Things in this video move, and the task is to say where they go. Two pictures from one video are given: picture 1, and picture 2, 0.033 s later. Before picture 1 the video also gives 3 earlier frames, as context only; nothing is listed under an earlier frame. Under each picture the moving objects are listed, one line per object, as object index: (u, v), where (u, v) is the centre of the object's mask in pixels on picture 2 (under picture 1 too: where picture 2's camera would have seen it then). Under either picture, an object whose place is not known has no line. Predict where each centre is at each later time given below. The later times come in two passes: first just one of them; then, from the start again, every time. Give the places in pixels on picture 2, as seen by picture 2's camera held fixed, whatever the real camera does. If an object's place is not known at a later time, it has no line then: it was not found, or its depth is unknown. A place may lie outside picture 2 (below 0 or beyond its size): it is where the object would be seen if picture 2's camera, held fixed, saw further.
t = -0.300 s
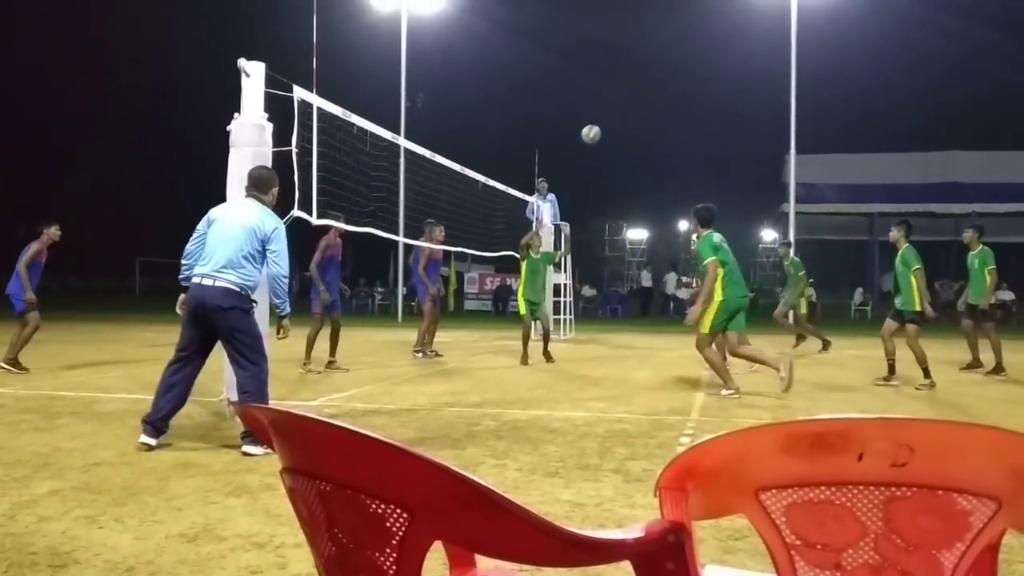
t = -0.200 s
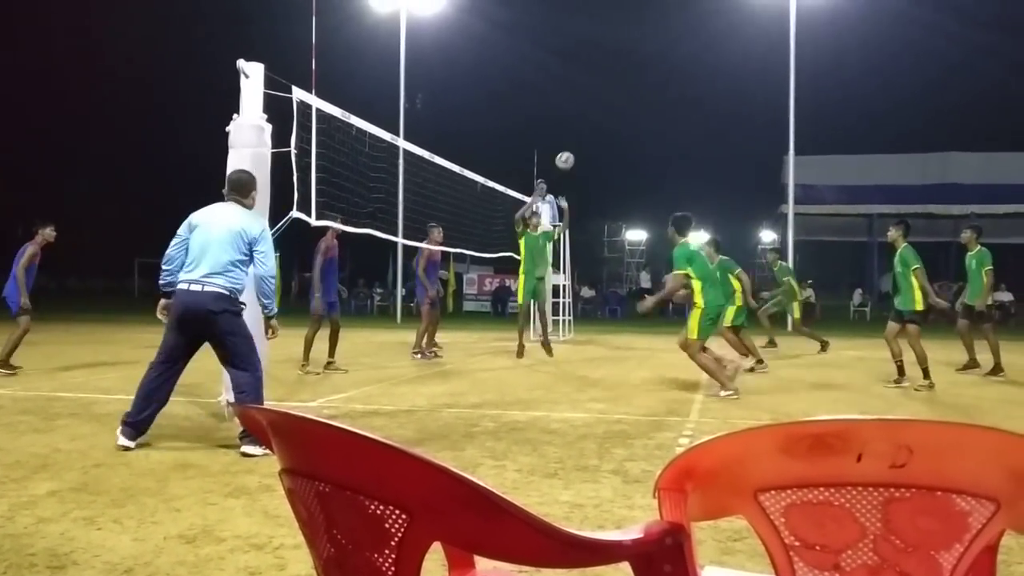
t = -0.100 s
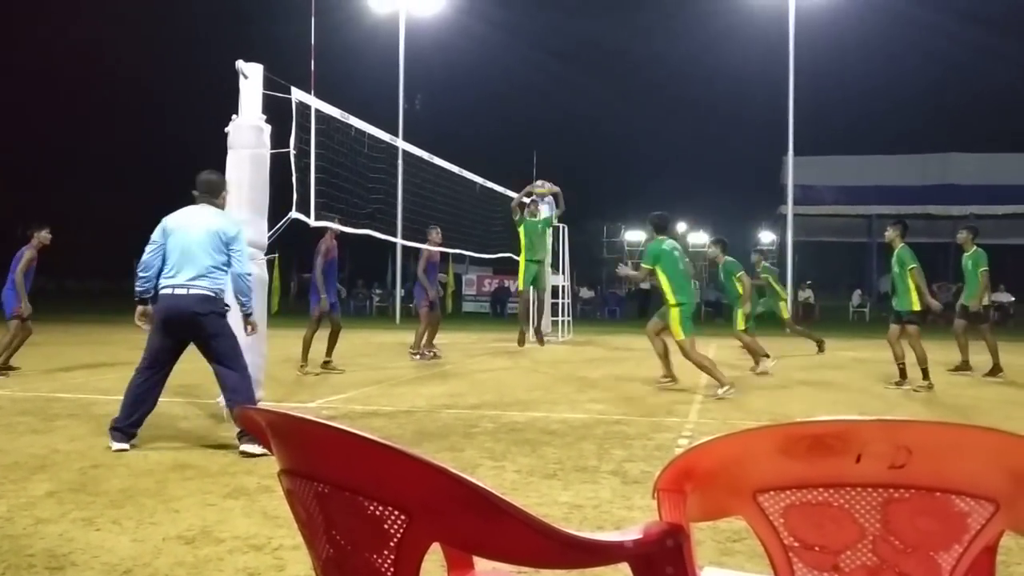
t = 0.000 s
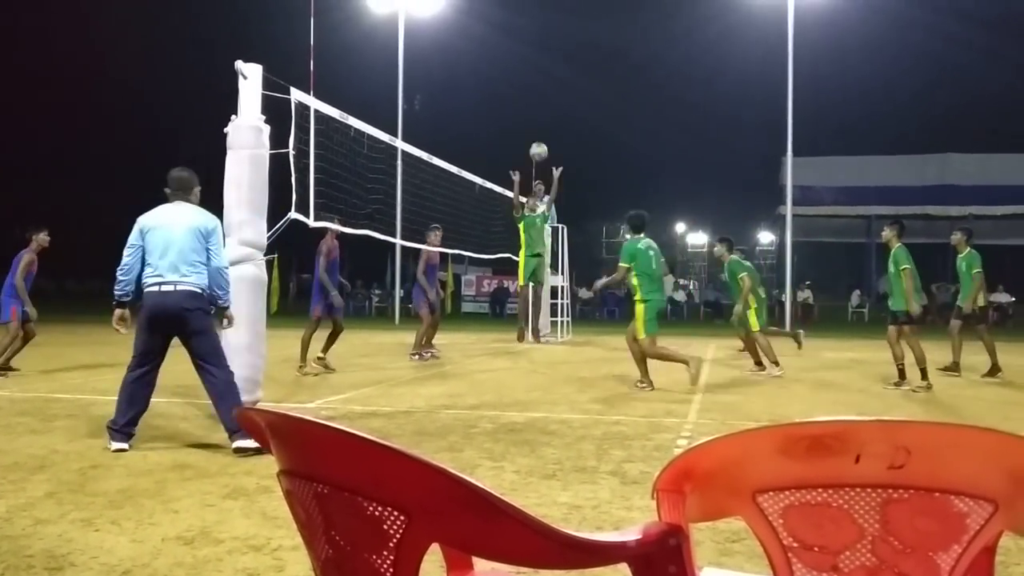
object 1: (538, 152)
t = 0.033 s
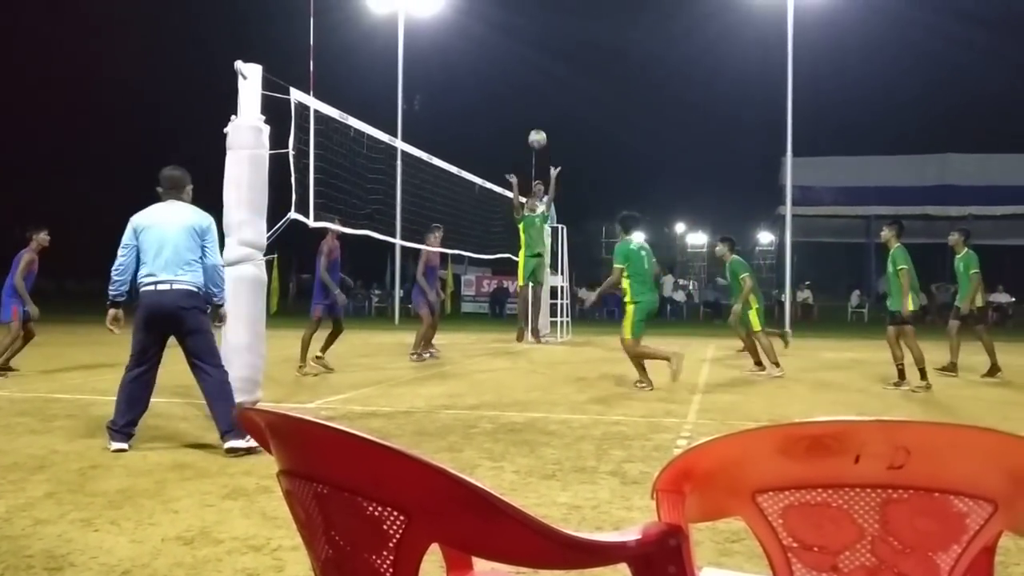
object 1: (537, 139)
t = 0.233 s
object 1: (531, 79)
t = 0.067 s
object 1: (536, 127)
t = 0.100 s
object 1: (535, 116)
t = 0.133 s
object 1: (534, 105)
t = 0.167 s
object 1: (533, 96)
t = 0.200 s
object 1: (532, 87)
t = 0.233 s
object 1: (531, 79)
